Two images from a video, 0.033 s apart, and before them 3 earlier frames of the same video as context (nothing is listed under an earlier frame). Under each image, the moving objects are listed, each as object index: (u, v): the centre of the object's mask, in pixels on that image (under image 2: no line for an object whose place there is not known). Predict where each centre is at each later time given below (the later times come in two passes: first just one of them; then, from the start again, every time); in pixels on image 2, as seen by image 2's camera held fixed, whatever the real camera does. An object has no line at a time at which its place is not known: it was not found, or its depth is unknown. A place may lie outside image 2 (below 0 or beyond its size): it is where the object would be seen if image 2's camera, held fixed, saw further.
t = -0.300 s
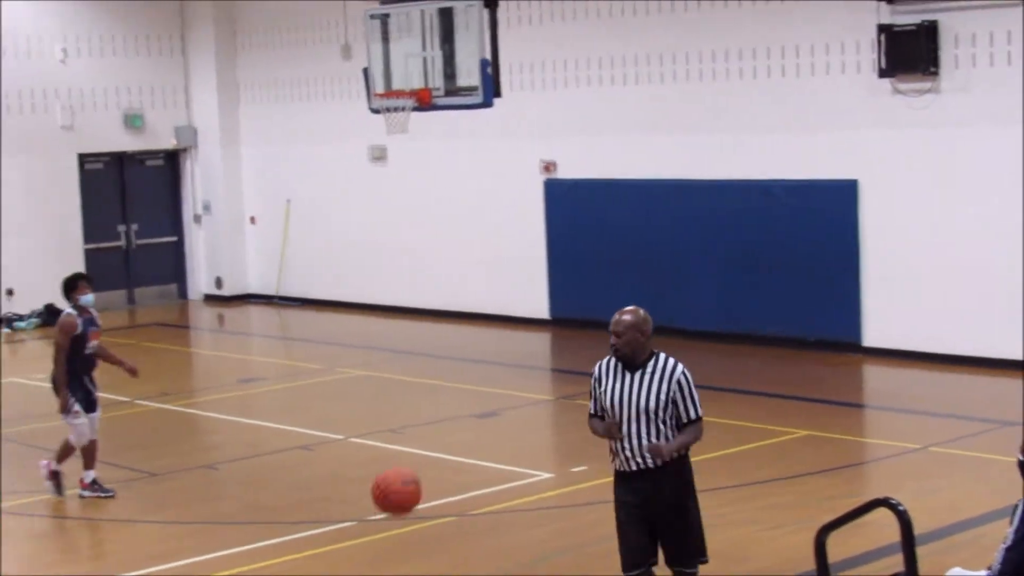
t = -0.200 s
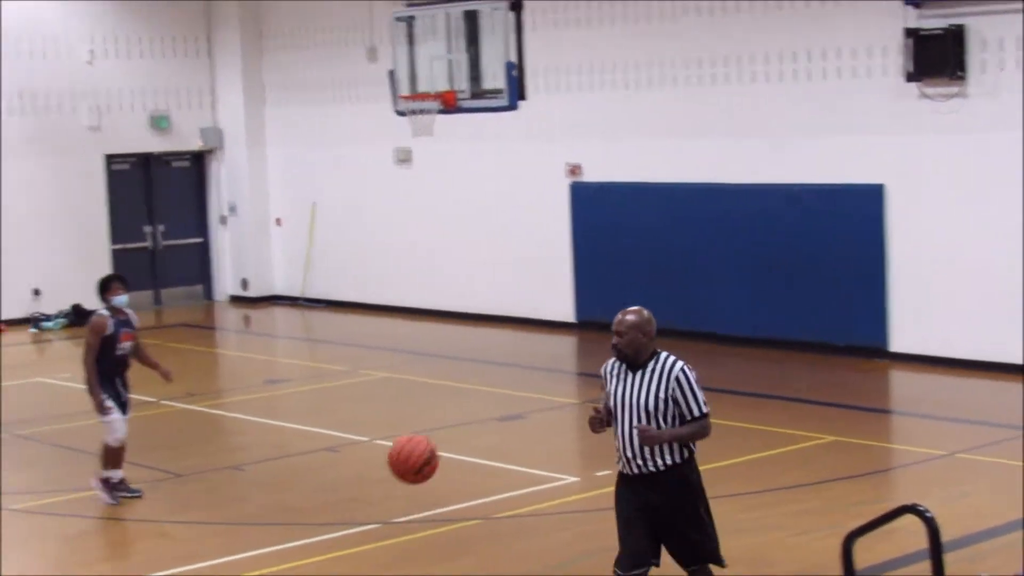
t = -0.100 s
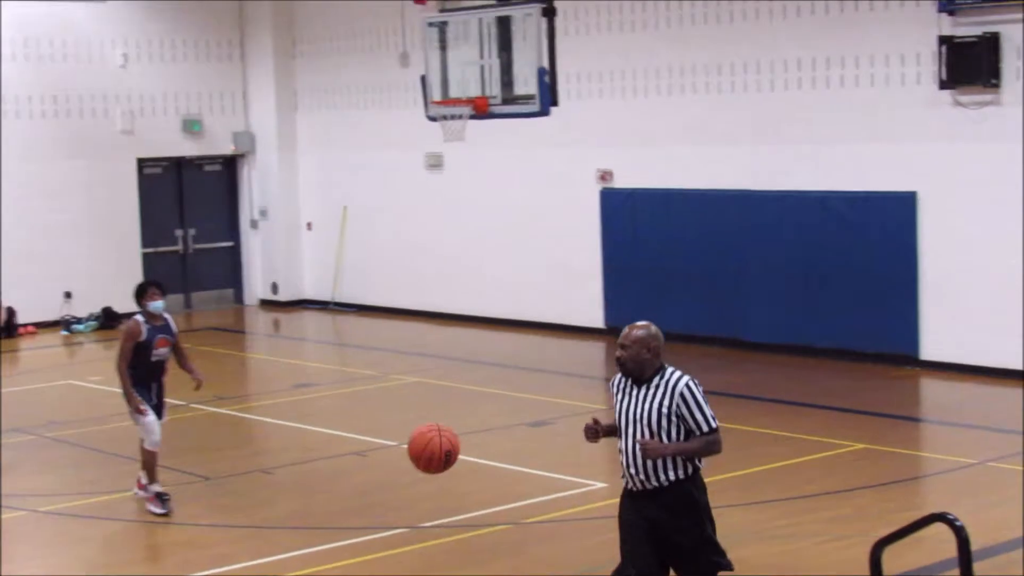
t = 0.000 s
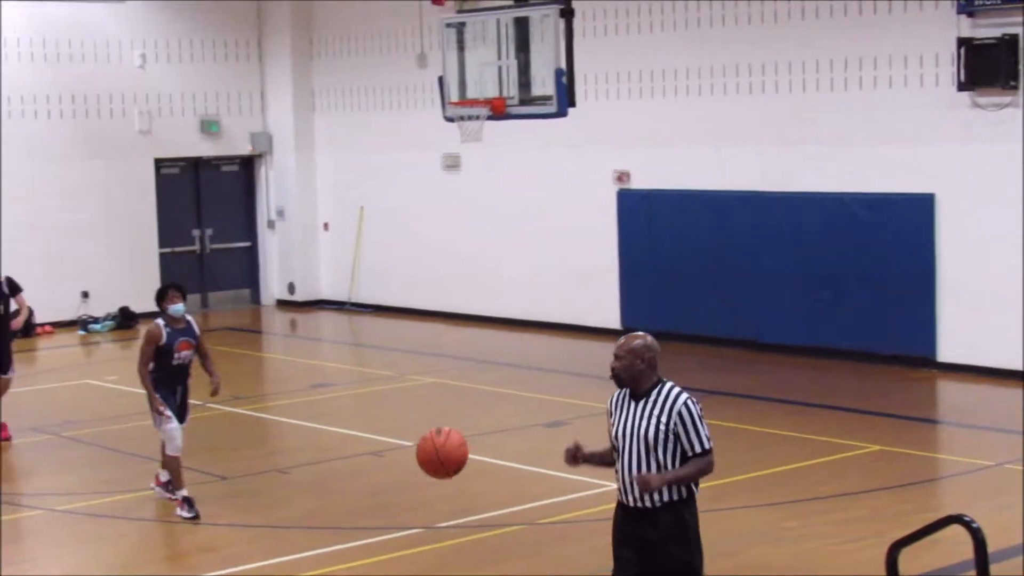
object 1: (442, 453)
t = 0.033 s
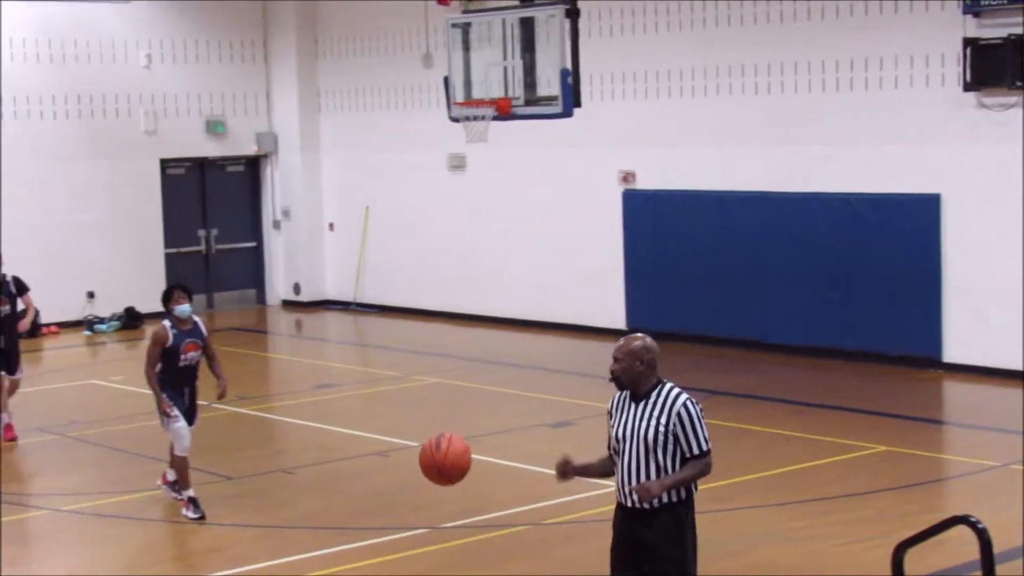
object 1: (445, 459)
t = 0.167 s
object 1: (437, 507)
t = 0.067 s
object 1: (443, 467)
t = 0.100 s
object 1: (440, 478)
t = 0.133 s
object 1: (439, 491)
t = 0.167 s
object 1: (437, 507)
